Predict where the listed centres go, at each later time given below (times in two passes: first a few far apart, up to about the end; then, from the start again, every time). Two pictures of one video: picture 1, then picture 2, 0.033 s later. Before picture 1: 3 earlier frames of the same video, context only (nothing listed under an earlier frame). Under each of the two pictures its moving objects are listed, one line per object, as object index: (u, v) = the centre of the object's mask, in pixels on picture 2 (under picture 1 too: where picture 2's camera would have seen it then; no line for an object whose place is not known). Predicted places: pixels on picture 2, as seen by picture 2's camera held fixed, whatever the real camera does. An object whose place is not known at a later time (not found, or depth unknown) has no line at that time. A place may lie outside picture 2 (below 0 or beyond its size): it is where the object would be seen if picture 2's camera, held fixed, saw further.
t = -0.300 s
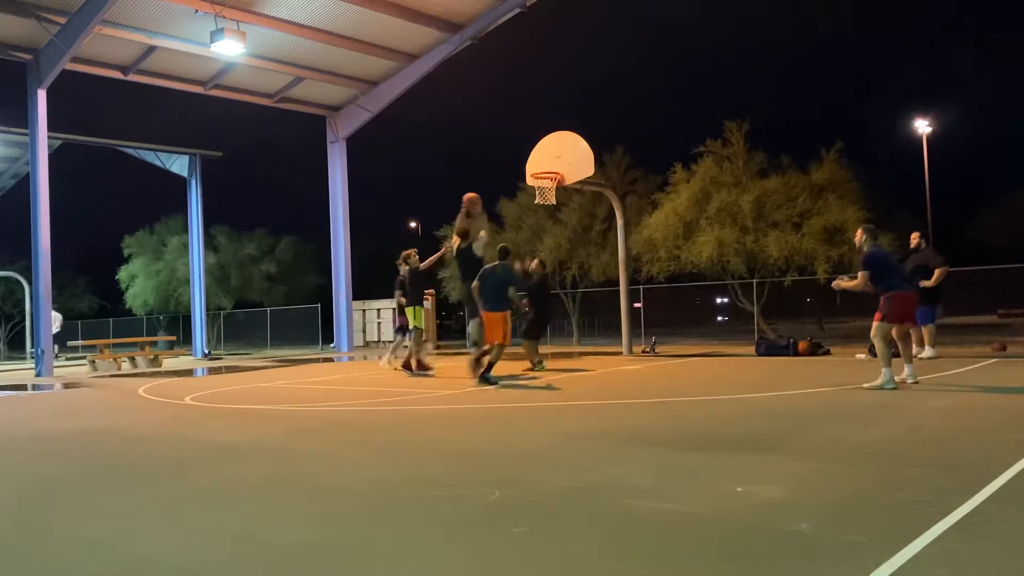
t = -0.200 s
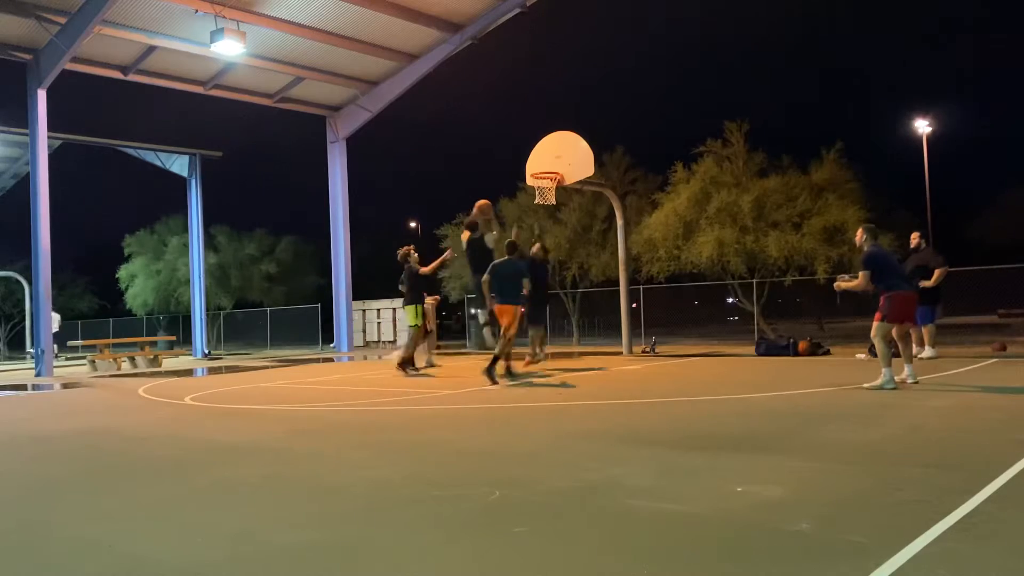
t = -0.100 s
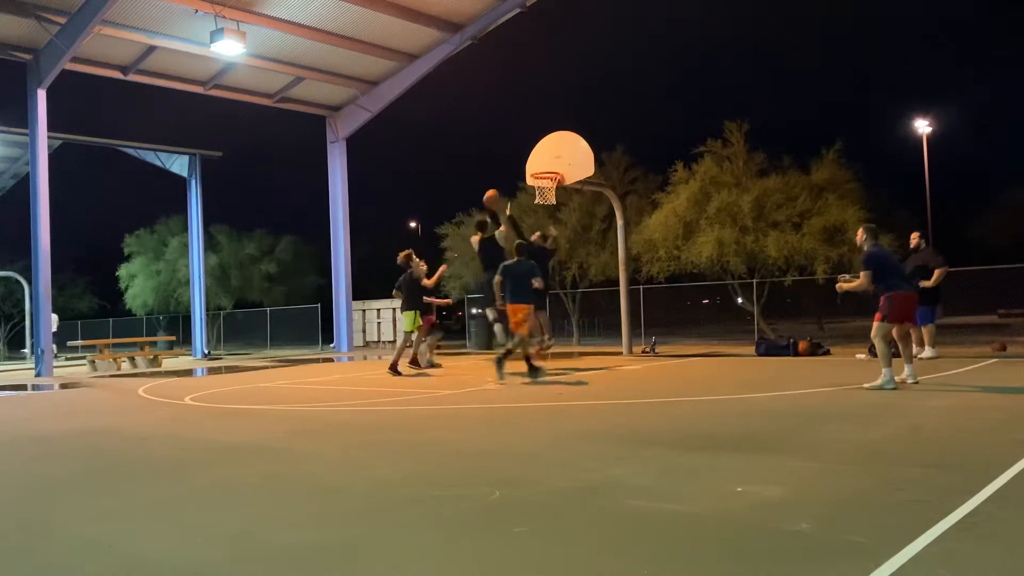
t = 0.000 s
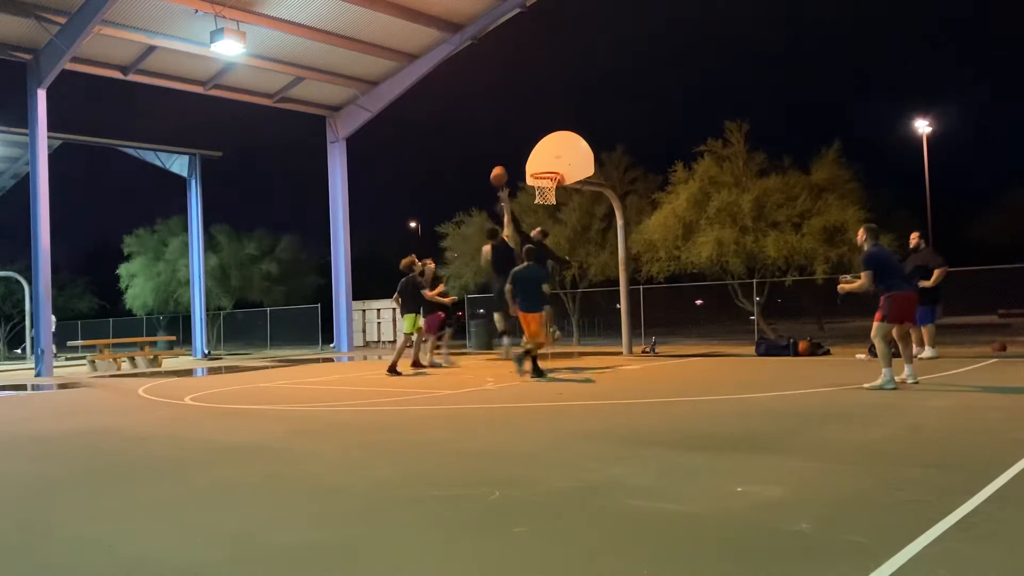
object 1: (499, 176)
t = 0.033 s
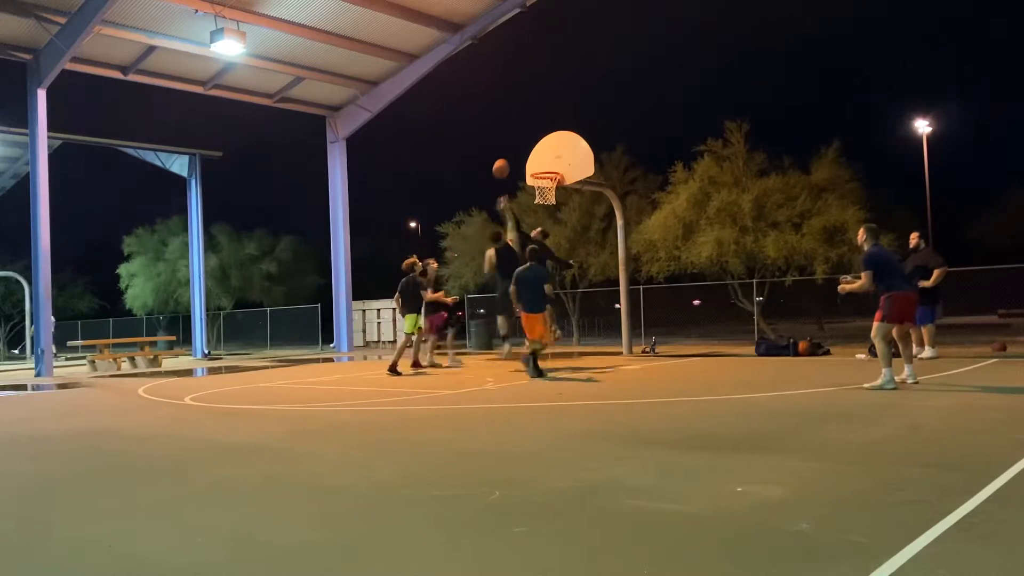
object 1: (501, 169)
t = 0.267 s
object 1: (516, 139)
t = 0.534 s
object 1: (532, 146)
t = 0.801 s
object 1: (551, 181)
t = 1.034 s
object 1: (547, 186)
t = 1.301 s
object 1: (538, 213)
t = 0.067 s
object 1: (503, 162)
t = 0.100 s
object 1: (505, 156)
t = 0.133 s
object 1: (507, 151)
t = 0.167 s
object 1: (510, 147)
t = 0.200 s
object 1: (512, 144)
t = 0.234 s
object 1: (514, 141)
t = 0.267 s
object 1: (516, 139)
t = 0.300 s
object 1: (518, 138)
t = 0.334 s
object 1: (520, 137)
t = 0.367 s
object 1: (522, 137)
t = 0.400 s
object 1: (524, 138)
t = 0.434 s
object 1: (527, 140)
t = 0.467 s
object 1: (528, 141)
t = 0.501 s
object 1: (530, 144)
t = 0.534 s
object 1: (532, 146)
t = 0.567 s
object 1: (534, 151)
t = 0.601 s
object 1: (536, 156)
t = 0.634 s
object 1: (538, 161)
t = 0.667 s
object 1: (541, 166)
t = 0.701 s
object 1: (544, 173)
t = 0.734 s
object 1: (545, 177)
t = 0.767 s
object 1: (548, 179)
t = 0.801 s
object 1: (551, 181)
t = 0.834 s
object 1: (553, 181)
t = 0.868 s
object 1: (553, 182)
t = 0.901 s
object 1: (552, 181)
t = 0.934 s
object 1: (553, 185)
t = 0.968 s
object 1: (553, 187)
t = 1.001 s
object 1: (552, 184)
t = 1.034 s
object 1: (547, 186)
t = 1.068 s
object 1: (545, 187)
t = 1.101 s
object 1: (545, 191)
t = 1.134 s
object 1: (543, 193)
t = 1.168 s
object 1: (541, 194)
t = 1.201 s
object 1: (541, 202)
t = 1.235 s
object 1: (540, 203)
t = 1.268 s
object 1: (539, 208)
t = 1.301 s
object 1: (538, 213)
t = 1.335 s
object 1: (538, 220)
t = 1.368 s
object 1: (537, 228)
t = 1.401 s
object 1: (536, 243)
